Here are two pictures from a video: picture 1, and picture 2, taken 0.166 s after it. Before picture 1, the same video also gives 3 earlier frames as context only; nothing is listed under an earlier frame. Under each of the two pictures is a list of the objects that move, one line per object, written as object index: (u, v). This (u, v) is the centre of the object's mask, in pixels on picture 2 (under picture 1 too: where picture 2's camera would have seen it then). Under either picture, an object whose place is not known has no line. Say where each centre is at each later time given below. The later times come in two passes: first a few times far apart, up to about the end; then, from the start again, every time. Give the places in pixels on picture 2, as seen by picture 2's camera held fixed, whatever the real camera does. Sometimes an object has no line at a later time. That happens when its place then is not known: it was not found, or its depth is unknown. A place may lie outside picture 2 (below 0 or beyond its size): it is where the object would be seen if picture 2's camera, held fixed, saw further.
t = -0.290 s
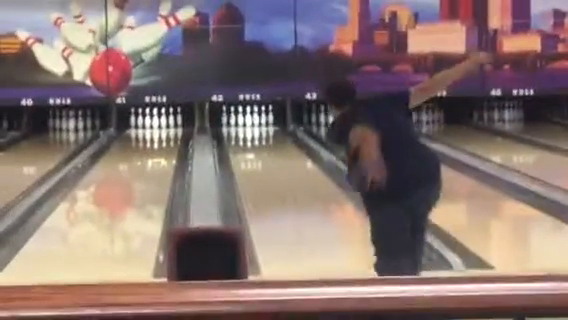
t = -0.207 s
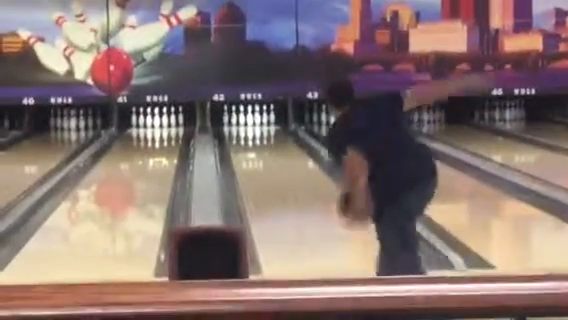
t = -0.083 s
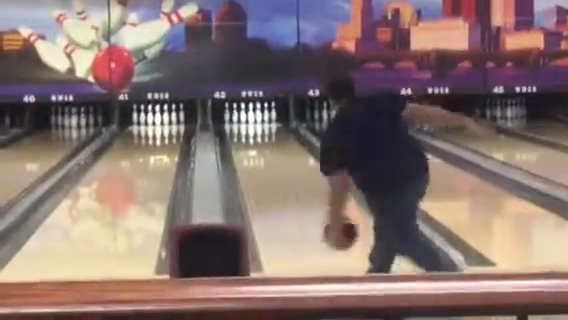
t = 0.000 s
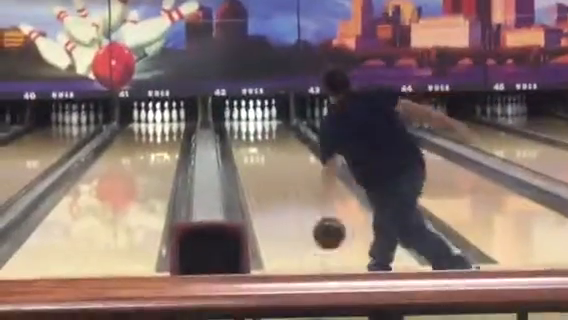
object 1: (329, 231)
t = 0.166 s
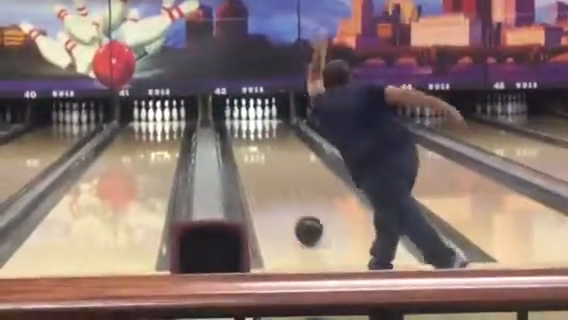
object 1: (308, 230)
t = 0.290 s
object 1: (296, 216)
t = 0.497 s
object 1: (280, 196)
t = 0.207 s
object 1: (304, 226)
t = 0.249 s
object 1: (300, 220)
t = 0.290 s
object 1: (296, 216)
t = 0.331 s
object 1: (292, 212)
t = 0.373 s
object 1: (290, 207)
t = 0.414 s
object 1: (286, 203)
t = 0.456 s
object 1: (283, 199)
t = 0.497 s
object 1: (280, 196)
